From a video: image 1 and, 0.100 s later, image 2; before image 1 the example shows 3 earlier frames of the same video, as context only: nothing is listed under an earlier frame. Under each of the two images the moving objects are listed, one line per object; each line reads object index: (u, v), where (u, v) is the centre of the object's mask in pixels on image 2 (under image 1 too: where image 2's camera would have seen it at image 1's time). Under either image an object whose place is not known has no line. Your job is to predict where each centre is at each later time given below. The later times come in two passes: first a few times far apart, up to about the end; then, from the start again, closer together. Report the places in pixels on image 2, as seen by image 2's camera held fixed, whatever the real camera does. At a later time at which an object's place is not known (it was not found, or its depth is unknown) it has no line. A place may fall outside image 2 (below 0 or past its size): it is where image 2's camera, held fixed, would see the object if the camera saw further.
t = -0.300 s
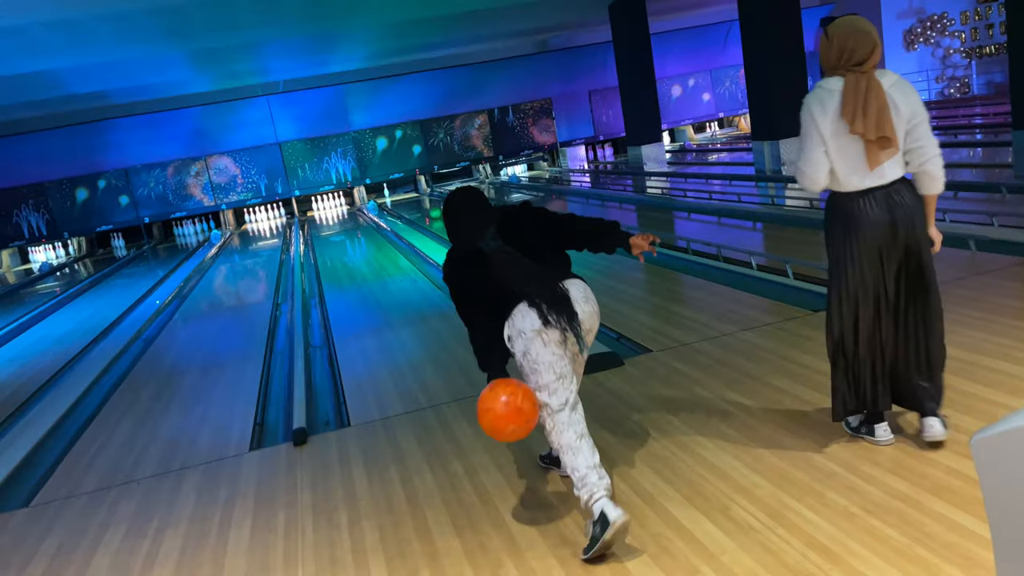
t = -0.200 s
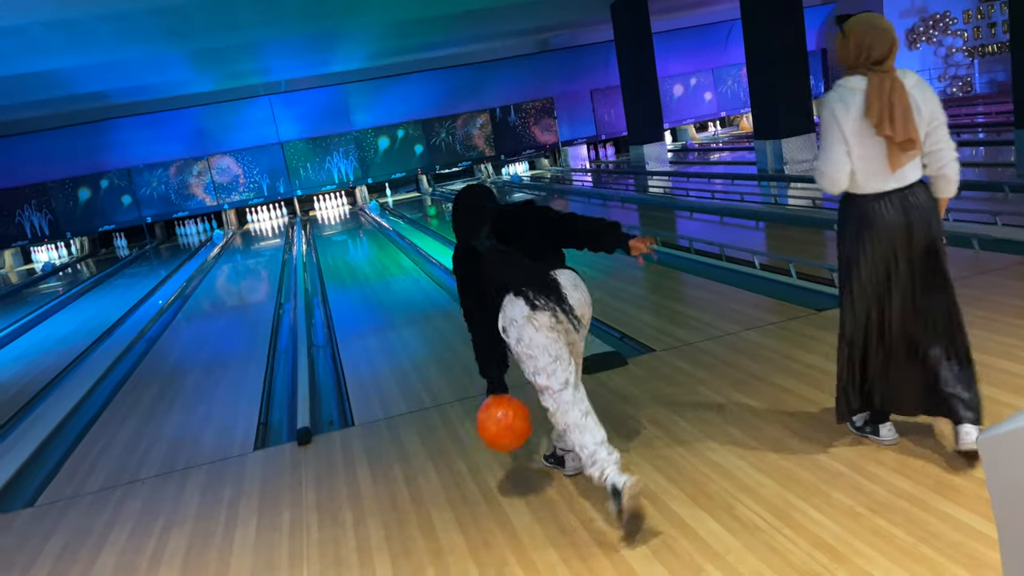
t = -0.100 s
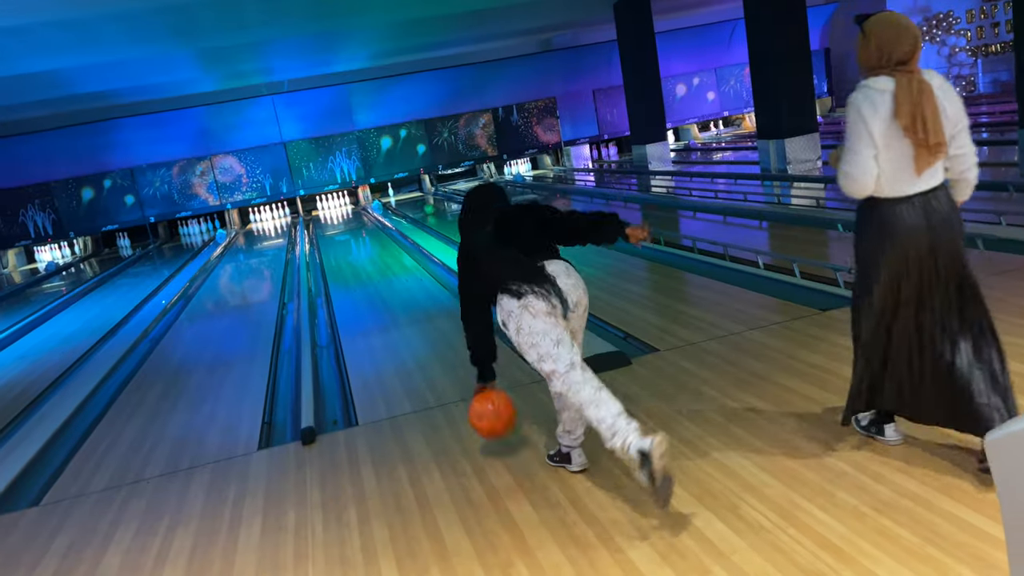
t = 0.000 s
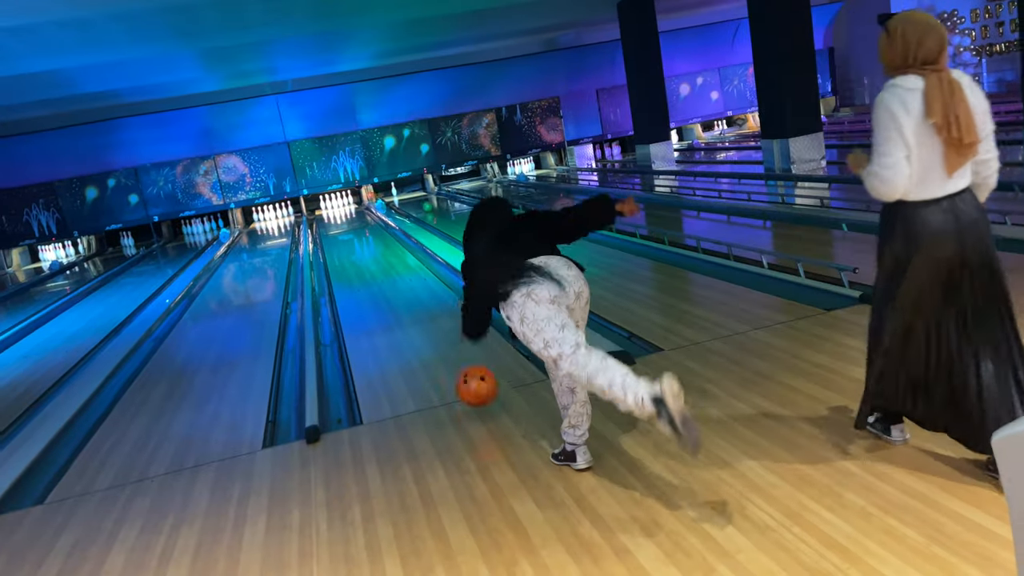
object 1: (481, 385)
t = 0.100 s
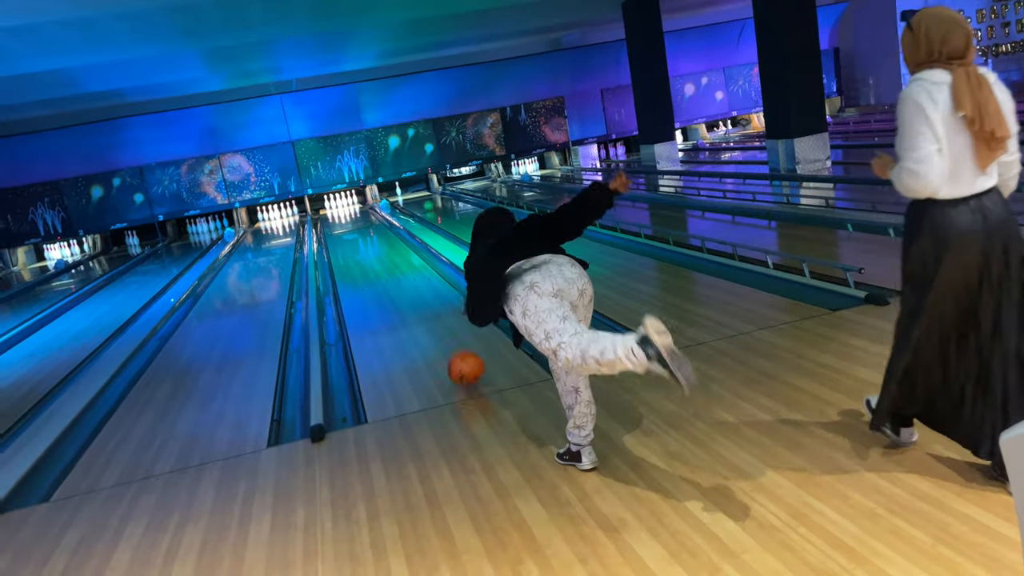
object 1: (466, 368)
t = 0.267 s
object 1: (444, 336)
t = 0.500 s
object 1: (425, 303)
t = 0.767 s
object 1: (410, 279)
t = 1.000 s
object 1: (400, 264)
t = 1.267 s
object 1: (392, 250)
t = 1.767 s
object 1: (383, 233)
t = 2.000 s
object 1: (378, 227)
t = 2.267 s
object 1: (374, 221)
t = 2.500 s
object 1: (371, 218)
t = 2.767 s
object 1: (368, 214)
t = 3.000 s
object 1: (366, 211)
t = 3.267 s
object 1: (364, 209)
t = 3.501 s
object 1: (362, 207)
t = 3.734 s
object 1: (360, 205)
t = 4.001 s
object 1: (360, 204)
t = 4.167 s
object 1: (359, 202)
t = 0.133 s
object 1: (460, 359)
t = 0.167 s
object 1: (456, 352)
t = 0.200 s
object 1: (452, 347)
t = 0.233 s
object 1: (447, 341)
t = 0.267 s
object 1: (444, 336)
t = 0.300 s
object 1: (441, 330)
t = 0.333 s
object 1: (438, 325)
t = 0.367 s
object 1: (435, 320)
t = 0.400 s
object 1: (432, 316)
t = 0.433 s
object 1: (429, 311)
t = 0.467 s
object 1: (427, 307)
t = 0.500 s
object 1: (425, 303)
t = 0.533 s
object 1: (422, 300)
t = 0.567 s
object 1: (420, 296)
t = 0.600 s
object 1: (418, 292)
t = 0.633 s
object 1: (416, 289)
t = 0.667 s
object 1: (414, 286)
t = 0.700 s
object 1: (413, 284)
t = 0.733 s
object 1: (411, 281)
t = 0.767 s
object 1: (410, 279)
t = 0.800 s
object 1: (409, 276)
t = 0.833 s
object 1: (407, 274)
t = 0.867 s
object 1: (406, 271)
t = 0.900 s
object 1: (404, 269)
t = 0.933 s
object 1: (403, 268)
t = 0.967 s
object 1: (401, 266)
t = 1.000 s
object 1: (400, 264)
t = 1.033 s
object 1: (399, 262)
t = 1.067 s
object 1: (397, 260)
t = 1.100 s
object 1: (396, 258)
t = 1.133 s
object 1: (395, 257)
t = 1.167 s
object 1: (395, 255)
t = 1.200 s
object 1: (394, 253)
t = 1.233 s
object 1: (393, 251)
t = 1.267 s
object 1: (392, 250)
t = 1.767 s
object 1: (383, 233)
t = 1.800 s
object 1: (382, 232)
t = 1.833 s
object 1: (382, 231)
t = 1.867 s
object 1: (381, 230)
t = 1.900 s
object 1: (380, 229)
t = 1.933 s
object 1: (380, 229)
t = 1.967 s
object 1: (379, 228)
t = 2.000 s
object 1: (378, 227)
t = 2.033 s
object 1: (378, 226)
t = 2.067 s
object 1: (377, 226)
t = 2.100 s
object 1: (377, 225)
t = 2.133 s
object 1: (377, 224)
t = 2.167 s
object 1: (376, 224)
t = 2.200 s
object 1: (375, 223)
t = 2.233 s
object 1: (375, 222)
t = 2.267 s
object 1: (374, 221)
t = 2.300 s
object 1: (373, 220)
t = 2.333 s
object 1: (373, 220)
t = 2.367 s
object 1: (373, 220)
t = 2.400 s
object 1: (372, 219)
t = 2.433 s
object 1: (372, 219)
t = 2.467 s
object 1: (372, 219)
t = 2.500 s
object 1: (371, 218)
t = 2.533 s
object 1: (371, 218)
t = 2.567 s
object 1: (370, 217)
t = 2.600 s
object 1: (370, 217)
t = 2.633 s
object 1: (369, 216)
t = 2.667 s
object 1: (369, 216)
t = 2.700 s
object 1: (368, 215)
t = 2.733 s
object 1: (368, 215)
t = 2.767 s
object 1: (368, 214)
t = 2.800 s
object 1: (368, 214)
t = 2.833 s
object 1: (368, 214)
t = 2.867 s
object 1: (368, 213)
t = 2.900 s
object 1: (368, 213)
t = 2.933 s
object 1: (367, 212)
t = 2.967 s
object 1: (367, 212)
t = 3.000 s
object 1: (366, 211)
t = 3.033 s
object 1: (366, 211)
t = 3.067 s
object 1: (365, 210)
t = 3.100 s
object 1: (365, 210)
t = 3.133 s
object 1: (365, 210)
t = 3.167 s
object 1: (365, 210)
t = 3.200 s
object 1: (364, 209)
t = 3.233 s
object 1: (365, 210)
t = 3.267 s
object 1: (364, 209)
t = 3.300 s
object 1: (364, 208)
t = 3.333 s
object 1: (364, 208)
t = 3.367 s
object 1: (363, 208)
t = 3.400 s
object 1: (363, 208)
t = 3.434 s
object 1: (362, 208)
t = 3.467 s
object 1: (362, 207)
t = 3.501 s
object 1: (362, 207)
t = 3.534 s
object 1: (362, 207)
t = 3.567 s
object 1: (362, 207)
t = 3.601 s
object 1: (361, 205)
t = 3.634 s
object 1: (361, 205)
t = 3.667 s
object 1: (361, 205)
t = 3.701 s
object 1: (361, 205)
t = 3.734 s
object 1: (360, 205)
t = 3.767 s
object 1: (361, 204)
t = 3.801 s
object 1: (361, 204)
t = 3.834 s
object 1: (361, 204)
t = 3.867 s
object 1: (361, 204)
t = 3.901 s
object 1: (360, 204)
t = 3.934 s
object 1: (361, 204)
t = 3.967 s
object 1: (360, 204)
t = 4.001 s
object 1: (360, 204)
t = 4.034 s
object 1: (360, 203)
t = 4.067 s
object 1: (360, 203)
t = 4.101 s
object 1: (360, 202)
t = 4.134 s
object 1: (359, 202)
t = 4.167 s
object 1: (359, 202)
